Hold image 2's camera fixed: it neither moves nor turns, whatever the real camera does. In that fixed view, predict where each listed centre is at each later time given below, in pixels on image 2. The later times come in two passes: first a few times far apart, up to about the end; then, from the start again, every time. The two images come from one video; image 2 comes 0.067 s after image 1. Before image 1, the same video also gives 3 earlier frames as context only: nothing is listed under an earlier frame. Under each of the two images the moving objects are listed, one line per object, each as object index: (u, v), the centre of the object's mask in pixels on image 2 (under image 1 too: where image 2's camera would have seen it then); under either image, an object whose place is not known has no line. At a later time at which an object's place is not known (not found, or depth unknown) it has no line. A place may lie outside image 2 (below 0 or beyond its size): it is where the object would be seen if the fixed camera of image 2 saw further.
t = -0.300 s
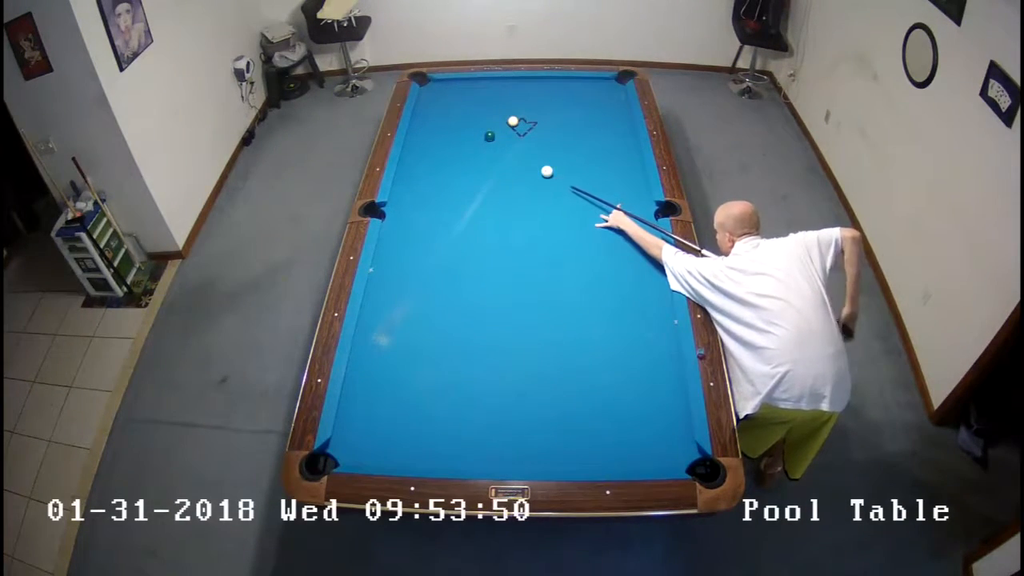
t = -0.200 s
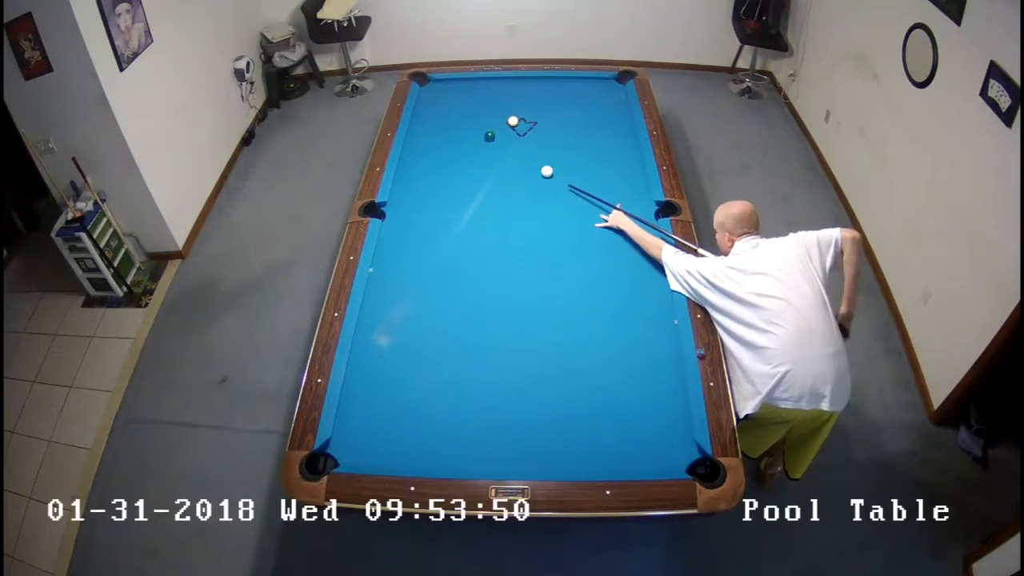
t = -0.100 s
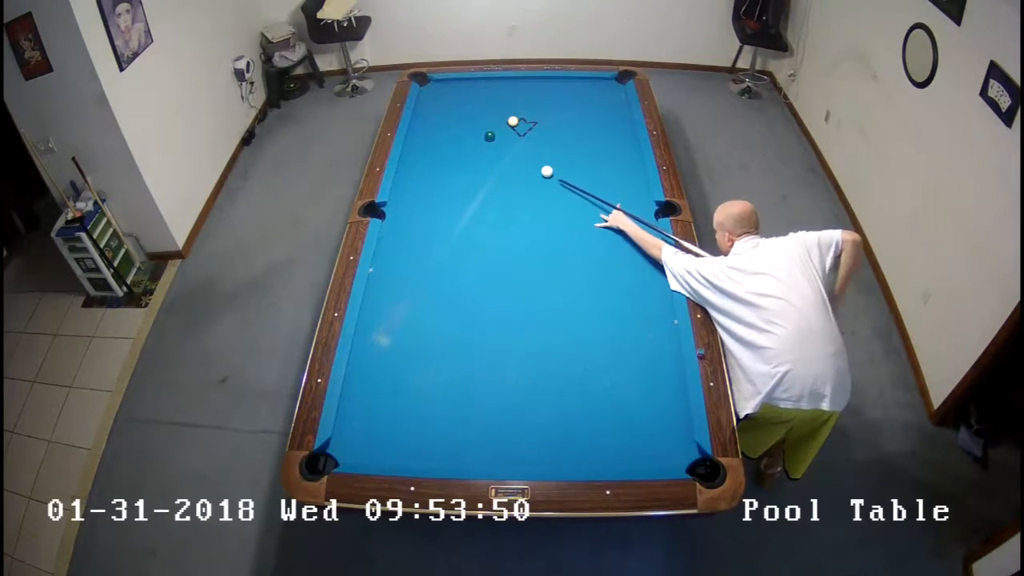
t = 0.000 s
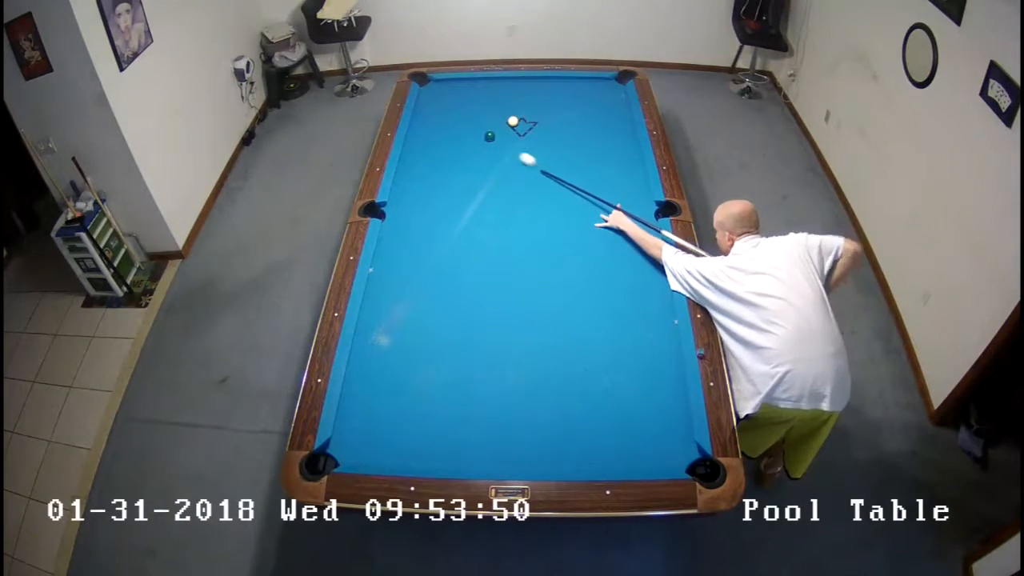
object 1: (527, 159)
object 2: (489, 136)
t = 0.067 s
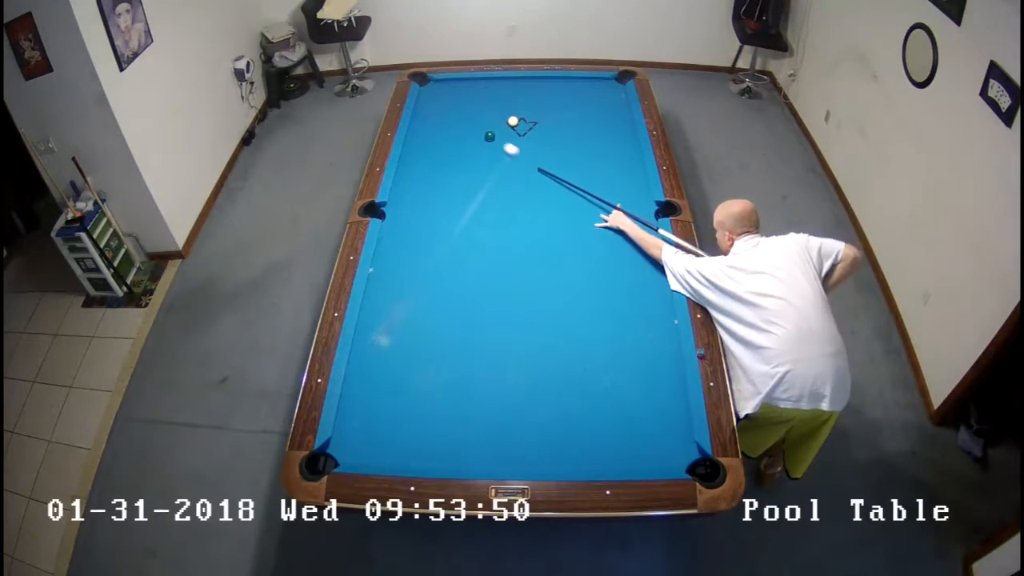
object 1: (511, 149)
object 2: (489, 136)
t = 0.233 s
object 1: (491, 141)
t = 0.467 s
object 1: (483, 143)
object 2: (457, 108)
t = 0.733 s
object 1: (473, 145)
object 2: (437, 91)
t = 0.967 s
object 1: (466, 146)
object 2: (421, 81)
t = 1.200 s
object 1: (460, 148)
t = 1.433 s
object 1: (454, 149)
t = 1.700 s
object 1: (448, 151)
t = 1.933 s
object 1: (444, 152)
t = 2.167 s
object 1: (440, 153)
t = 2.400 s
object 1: (438, 154)
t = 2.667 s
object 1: (436, 154)
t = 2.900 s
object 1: (434, 155)
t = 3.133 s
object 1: (434, 155)
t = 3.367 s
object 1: (434, 155)
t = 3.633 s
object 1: (434, 155)
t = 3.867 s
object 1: (434, 155)
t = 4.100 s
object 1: (434, 155)
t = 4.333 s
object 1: (434, 155)
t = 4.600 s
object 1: (434, 155)
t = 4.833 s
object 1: (434, 155)
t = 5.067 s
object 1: (434, 155)
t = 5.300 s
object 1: (434, 155)
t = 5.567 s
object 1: (434, 155)
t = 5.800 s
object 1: (434, 155)
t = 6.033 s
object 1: (434, 155)
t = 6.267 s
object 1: (434, 155)
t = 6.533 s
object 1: (434, 155)
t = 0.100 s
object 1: (503, 145)
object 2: (489, 136)
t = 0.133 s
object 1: (497, 141)
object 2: (488, 135)
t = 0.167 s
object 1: (494, 141)
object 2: (486, 134)
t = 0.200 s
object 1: (492, 141)
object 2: (482, 131)
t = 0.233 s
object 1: (491, 141)
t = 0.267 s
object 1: (490, 141)
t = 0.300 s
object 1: (488, 141)
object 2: (472, 121)
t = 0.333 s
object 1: (487, 142)
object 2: (468, 119)
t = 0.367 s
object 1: (486, 142)
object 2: (466, 116)
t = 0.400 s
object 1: (485, 142)
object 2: (463, 114)
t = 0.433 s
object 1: (484, 143)
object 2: (460, 111)
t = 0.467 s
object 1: (483, 143)
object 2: (457, 108)
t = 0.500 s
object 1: (481, 143)
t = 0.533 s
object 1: (480, 143)
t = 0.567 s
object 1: (479, 144)
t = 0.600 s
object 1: (478, 144)
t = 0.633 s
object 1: (477, 144)
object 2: (444, 98)
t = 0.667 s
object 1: (476, 144)
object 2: (441, 96)
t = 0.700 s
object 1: (475, 144)
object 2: (438, 93)
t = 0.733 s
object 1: (473, 145)
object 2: (437, 91)
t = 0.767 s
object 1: (472, 145)
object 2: (434, 89)
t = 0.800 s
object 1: (471, 145)
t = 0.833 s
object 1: (470, 145)
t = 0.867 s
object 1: (469, 145)
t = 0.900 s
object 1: (468, 146)
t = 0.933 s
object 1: (467, 146)
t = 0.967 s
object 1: (466, 146)
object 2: (421, 81)
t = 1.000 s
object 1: (465, 146)
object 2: (419, 83)
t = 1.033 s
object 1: (465, 147)
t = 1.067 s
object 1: (464, 147)
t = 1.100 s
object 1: (463, 147)
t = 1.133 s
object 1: (462, 147)
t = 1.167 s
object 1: (461, 147)
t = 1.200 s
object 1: (460, 148)
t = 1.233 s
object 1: (459, 148)
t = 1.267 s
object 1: (458, 148)
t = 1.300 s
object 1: (457, 148)
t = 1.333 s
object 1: (457, 148)
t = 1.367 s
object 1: (456, 149)
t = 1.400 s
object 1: (455, 149)
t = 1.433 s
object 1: (454, 149)
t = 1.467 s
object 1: (453, 149)
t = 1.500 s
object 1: (452, 150)
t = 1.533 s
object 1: (452, 150)
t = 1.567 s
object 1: (451, 150)
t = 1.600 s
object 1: (450, 150)
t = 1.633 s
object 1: (450, 150)
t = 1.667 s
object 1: (449, 150)
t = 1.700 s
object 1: (448, 151)
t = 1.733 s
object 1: (448, 151)
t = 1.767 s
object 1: (447, 151)
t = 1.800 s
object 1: (446, 151)
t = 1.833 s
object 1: (446, 151)
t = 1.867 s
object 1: (445, 152)
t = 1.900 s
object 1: (445, 152)
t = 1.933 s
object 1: (444, 152)
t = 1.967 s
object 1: (444, 152)
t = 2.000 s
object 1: (443, 152)
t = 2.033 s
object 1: (443, 152)
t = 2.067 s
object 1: (442, 153)
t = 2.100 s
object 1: (441, 153)
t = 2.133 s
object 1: (441, 153)
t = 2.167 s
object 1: (440, 153)
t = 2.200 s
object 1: (440, 153)
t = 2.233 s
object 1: (440, 153)
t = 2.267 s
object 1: (439, 153)
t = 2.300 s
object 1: (439, 154)
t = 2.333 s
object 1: (438, 154)
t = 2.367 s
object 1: (438, 154)
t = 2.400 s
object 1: (438, 154)
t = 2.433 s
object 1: (437, 154)
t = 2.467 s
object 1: (437, 154)
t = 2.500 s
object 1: (437, 154)
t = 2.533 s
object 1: (436, 154)
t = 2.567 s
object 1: (436, 154)
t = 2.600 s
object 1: (436, 154)
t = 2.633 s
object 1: (436, 154)
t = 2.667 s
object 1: (436, 154)
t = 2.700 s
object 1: (435, 154)
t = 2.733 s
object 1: (435, 155)
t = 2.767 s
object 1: (435, 155)
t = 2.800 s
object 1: (435, 155)
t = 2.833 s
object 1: (435, 155)
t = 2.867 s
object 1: (434, 155)
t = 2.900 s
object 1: (434, 155)
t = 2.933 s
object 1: (434, 155)
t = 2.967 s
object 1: (434, 155)
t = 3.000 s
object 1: (434, 155)
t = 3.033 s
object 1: (434, 155)
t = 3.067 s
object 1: (434, 155)
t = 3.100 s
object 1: (434, 155)
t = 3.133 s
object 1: (434, 155)
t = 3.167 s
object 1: (434, 155)
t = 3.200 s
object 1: (434, 155)
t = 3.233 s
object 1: (434, 155)
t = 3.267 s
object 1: (434, 155)
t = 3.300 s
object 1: (434, 155)
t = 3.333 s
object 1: (434, 155)
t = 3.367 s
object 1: (434, 155)
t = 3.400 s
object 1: (434, 155)
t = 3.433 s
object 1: (434, 155)
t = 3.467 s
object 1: (434, 155)
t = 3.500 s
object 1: (434, 155)
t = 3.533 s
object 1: (434, 155)
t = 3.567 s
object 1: (434, 155)
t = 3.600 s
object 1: (434, 155)
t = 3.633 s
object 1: (434, 155)
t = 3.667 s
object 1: (434, 155)
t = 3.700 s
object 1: (434, 155)
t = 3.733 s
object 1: (434, 155)
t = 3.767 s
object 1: (434, 155)
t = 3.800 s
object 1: (434, 155)
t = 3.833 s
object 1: (434, 155)
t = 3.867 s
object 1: (434, 155)
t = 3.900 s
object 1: (434, 155)
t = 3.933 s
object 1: (434, 155)
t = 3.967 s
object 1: (434, 155)
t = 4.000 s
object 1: (434, 155)
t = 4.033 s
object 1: (434, 155)
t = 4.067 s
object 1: (434, 155)
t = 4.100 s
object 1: (434, 155)
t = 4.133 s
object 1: (434, 155)
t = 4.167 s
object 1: (434, 155)
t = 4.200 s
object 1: (434, 155)
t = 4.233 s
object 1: (434, 155)
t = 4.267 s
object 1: (434, 155)
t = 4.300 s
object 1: (434, 155)
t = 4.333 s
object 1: (434, 155)
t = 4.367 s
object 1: (434, 155)
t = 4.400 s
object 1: (434, 155)
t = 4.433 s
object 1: (434, 155)
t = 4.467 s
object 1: (434, 155)
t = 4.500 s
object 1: (434, 155)
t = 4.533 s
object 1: (434, 155)
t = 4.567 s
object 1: (434, 155)
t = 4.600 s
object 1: (434, 155)
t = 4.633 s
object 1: (434, 155)
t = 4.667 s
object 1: (434, 155)
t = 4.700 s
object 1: (434, 155)
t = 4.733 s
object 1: (434, 155)
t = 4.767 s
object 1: (434, 155)
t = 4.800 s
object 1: (434, 155)
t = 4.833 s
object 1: (434, 155)
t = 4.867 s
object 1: (434, 155)
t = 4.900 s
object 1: (434, 155)
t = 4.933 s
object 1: (434, 155)
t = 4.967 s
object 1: (434, 155)
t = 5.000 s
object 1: (434, 155)
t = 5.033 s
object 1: (434, 155)
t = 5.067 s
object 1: (434, 155)
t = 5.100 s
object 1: (434, 155)
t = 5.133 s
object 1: (434, 155)
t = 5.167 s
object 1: (434, 155)
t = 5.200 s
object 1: (434, 155)
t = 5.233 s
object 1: (434, 155)
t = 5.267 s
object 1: (434, 155)
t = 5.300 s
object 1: (434, 155)
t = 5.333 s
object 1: (434, 155)
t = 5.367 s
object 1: (434, 155)
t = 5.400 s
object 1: (434, 155)
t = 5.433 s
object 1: (434, 155)
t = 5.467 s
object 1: (434, 155)
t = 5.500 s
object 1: (434, 155)
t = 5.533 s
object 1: (434, 155)
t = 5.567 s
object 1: (434, 155)
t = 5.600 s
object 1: (434, 155)
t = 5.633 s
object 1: (434, 155)
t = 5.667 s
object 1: (434, 155)
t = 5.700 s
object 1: (434, 155)
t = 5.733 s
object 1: (434, 155)
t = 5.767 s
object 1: (434, 155)
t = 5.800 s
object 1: (434, 155)
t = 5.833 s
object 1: (434, 155)
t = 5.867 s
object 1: (434, 155)
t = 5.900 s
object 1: (434, 155)
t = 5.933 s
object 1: (434, 155)
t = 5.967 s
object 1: (434, 155)
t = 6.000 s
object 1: (434, 155)
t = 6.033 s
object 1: (434, 155)
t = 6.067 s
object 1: (434, 155)
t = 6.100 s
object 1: (434, 155)
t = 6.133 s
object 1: (434, 155)
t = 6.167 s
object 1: (434, 155)
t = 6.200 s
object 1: (434, 155)
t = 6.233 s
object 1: (434, 155)
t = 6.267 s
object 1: (434, 155)
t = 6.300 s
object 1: (434, 155)
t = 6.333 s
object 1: (434, 155)
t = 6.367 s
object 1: (434, 155)
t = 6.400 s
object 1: (434, 155)
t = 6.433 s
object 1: (434, 155)
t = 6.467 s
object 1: (434, 155)
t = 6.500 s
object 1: (434, 155)
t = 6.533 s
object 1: (434, 155)
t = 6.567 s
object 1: (434, 155)
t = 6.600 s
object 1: (434, 155)
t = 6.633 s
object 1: (434, 155)
